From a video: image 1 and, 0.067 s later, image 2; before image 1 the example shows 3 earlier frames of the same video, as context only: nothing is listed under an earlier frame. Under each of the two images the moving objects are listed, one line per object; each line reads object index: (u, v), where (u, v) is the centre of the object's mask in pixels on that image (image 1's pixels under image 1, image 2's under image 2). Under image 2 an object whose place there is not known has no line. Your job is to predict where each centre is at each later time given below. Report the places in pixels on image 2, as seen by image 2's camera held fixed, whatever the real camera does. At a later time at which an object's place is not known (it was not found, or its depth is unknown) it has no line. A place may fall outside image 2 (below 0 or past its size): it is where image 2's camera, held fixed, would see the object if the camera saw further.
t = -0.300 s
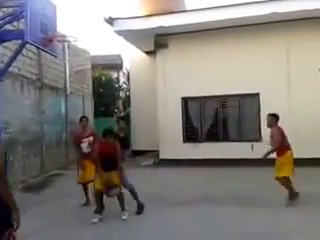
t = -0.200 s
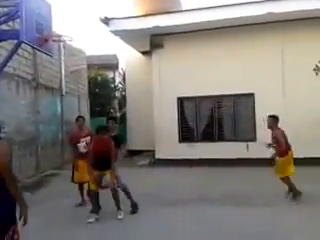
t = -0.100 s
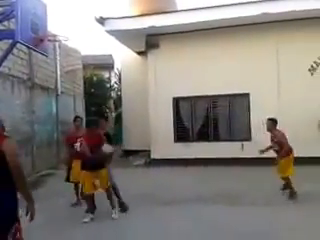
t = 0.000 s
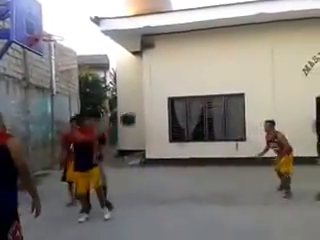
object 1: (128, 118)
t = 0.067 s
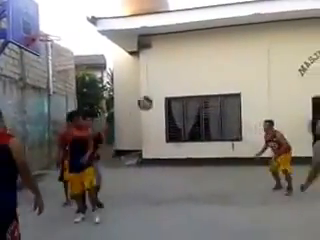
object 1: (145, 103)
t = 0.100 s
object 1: (155, 96)
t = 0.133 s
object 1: (166, 90)
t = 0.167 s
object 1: (175, 85)
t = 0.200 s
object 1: (185, 81)
